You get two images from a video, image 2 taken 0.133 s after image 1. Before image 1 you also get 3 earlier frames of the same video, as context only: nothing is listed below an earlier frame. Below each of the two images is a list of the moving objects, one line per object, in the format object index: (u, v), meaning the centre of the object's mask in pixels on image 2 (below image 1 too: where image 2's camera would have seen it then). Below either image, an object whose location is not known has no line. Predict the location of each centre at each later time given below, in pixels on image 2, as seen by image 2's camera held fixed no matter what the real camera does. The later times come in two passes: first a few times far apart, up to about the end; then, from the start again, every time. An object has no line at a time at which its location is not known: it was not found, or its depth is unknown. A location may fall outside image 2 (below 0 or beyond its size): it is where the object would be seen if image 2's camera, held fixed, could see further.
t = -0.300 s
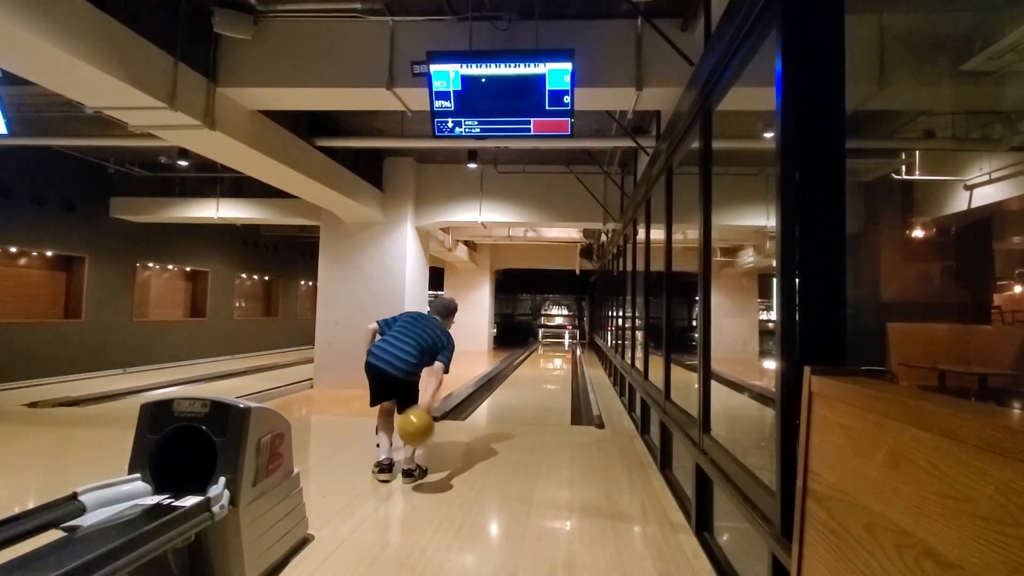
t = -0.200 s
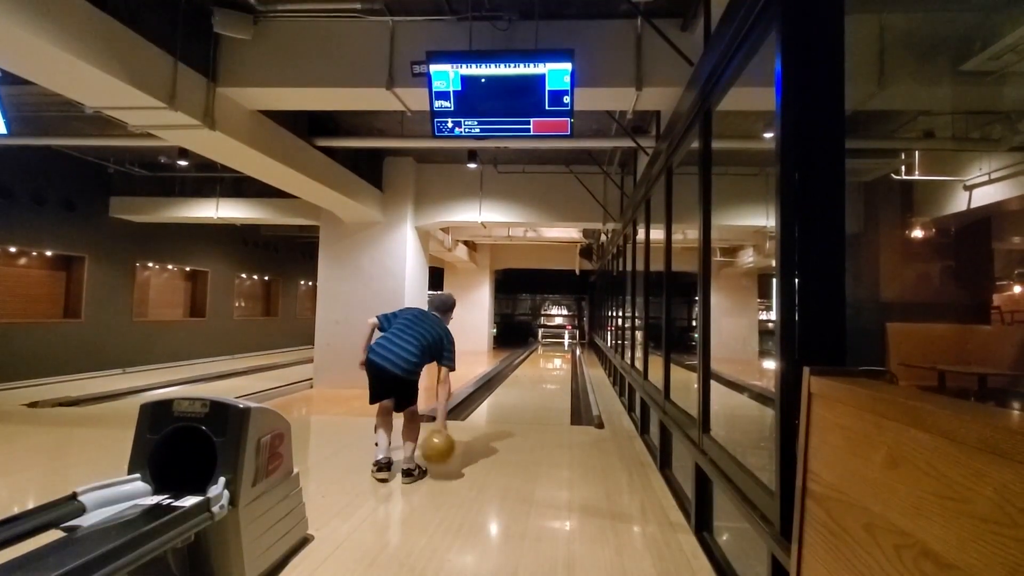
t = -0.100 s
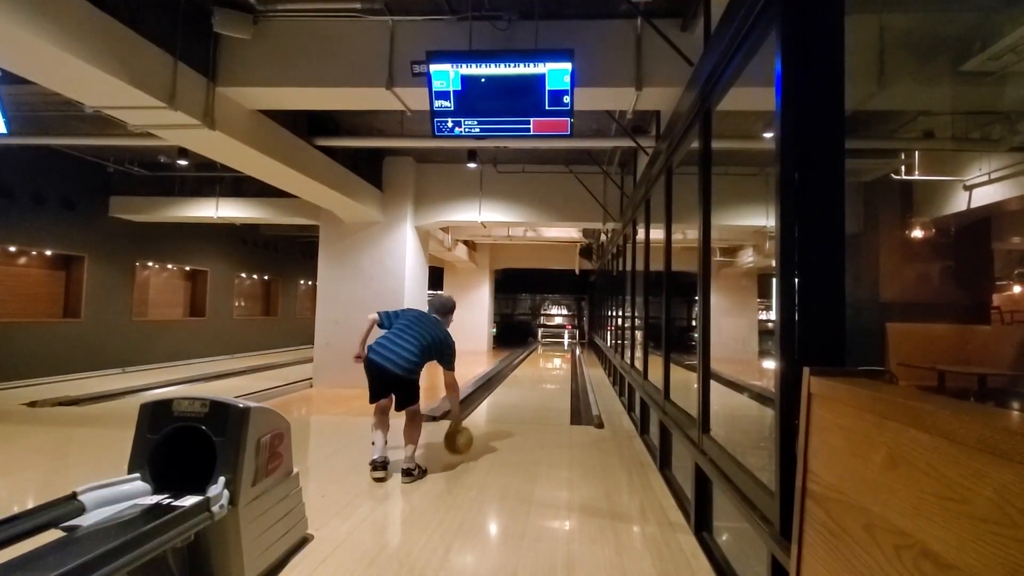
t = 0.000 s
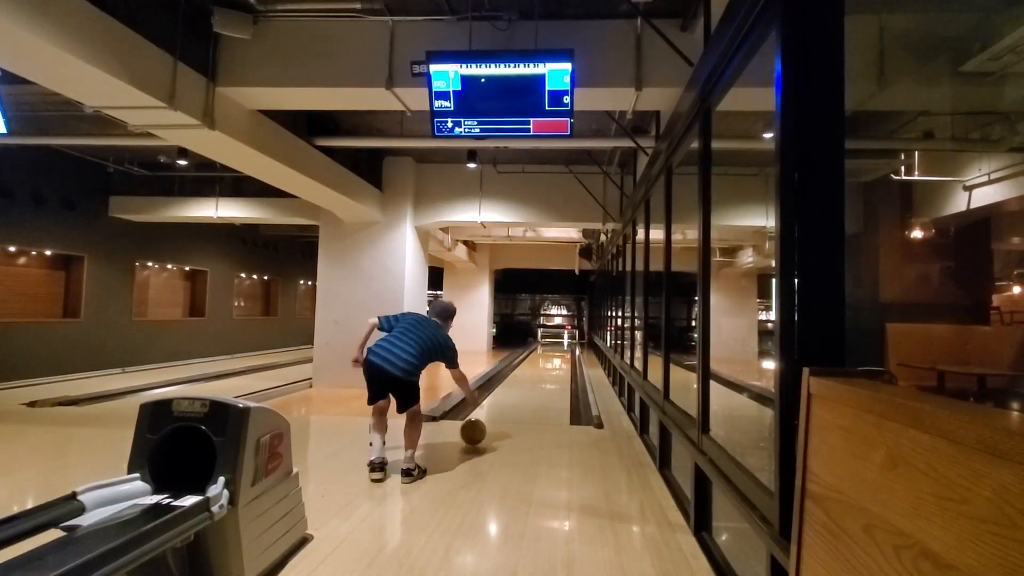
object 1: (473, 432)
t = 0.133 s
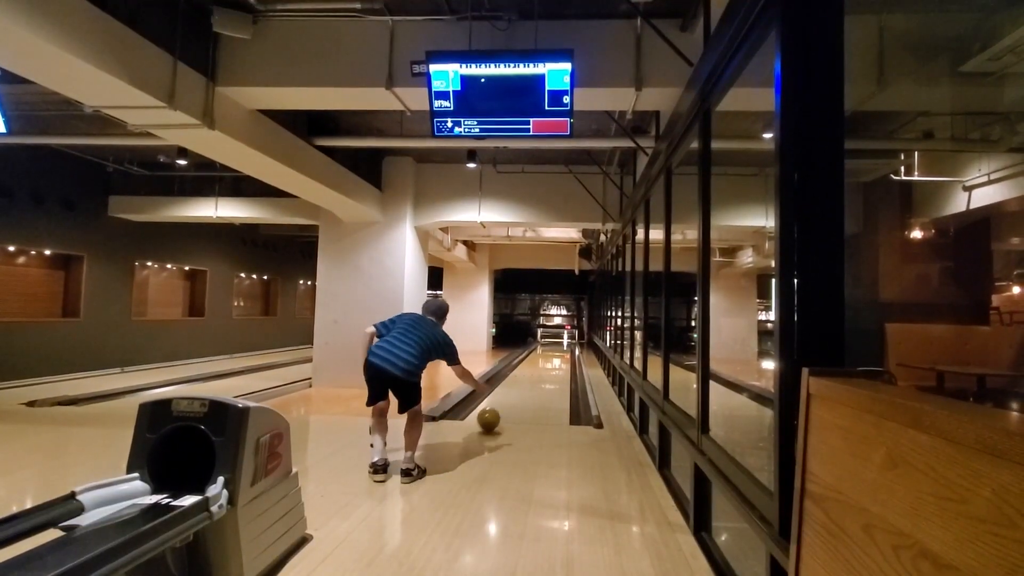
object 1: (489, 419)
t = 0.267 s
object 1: (500, 409)
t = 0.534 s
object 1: (519, 394)
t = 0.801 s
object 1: (532, 384)
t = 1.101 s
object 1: (542, 376)
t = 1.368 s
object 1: (549, 370)
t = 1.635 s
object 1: (556, 365)
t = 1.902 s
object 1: (561, 361)
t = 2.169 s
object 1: (565, 358)
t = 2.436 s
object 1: (567, 355)
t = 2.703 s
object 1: (571, 353)
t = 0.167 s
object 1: (492, 417)
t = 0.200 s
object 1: (495, 414)
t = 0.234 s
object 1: (498, 412)
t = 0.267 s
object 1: (500, 409)
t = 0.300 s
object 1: (503, 407)
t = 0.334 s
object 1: (506, 405)
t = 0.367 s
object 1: (508, 403)
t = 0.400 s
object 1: (510, 401)
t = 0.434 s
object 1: (512, 399)
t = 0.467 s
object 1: (515, 398)
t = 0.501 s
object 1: (516, 396)
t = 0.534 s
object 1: (519, 394)
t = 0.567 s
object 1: (521, 393)
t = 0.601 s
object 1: (522, 391)
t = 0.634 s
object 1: (524, 390)
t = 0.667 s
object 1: (526, 389)
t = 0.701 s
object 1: (527, 387)
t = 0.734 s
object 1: (529, 386)
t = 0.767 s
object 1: (530, 385)
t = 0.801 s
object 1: (532, 384)
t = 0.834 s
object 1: (533, 383)
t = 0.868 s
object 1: (534, 382)
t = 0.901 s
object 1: (535, 381)
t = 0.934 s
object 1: (536, 380)
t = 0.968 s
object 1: (538, 379)
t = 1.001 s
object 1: (539, 378)
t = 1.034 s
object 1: (540, 377)
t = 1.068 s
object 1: (541, 376)
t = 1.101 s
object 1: (542, 376)
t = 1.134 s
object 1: (543, 375)
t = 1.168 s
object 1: (544, 374)
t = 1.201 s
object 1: (545, 373)
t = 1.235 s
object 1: (546, 373)
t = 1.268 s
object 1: (547, 372)
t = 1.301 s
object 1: (548, 371)
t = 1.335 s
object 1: (549, 371)
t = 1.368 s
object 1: (549, 370)
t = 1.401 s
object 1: (551, 369)
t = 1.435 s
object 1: (551, 369)
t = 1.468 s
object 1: (552, 368)
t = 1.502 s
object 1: (553, 368)
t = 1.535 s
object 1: (554, 367)
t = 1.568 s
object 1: (554, 367)
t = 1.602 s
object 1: (555, 366)
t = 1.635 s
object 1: (556, 365)
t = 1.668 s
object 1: (556, 365)
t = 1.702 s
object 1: (557, 364)
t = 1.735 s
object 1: (557, 364)
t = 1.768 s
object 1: (559, 363)
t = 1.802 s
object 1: (559, 363)
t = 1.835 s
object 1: (560, 362)
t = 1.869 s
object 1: (560, 362)
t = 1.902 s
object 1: (561, 361)
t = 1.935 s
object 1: (562, 360)
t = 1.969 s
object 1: (562, 360)
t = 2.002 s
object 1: (563, 359)
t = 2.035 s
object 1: (563, 359)
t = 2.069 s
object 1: (563, 359)
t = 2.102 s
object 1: (564, 359)
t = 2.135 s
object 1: (563, 358)
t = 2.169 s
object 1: (565, 358)
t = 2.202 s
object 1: (565, 357)
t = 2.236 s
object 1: (565, 357)
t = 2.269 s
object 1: (565, 357)
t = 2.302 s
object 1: (566, 357)
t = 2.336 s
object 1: (566, 356)
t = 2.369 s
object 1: (566, 356)
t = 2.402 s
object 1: (566, 356)
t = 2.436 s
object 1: (567, 355)
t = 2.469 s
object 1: (567, 354)
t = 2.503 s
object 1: (567, 354)
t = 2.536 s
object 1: (567, 354)
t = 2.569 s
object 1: (567, 354)
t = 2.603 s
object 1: (568, 353)
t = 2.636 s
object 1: (568, 353)
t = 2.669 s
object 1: (568, 353)
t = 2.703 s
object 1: (571, 353)
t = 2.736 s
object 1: (572, 354)
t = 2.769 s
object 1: (572, 353)
